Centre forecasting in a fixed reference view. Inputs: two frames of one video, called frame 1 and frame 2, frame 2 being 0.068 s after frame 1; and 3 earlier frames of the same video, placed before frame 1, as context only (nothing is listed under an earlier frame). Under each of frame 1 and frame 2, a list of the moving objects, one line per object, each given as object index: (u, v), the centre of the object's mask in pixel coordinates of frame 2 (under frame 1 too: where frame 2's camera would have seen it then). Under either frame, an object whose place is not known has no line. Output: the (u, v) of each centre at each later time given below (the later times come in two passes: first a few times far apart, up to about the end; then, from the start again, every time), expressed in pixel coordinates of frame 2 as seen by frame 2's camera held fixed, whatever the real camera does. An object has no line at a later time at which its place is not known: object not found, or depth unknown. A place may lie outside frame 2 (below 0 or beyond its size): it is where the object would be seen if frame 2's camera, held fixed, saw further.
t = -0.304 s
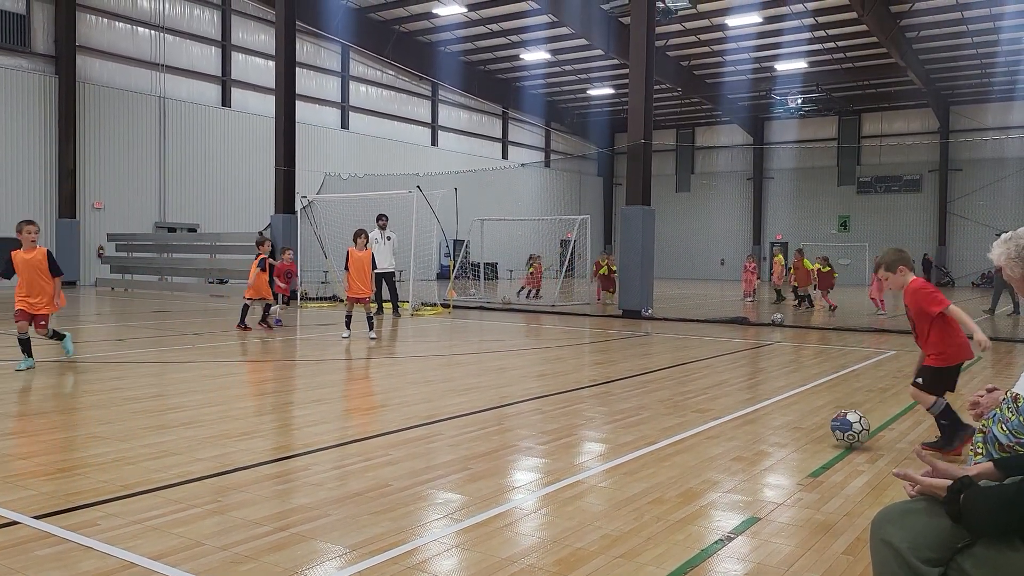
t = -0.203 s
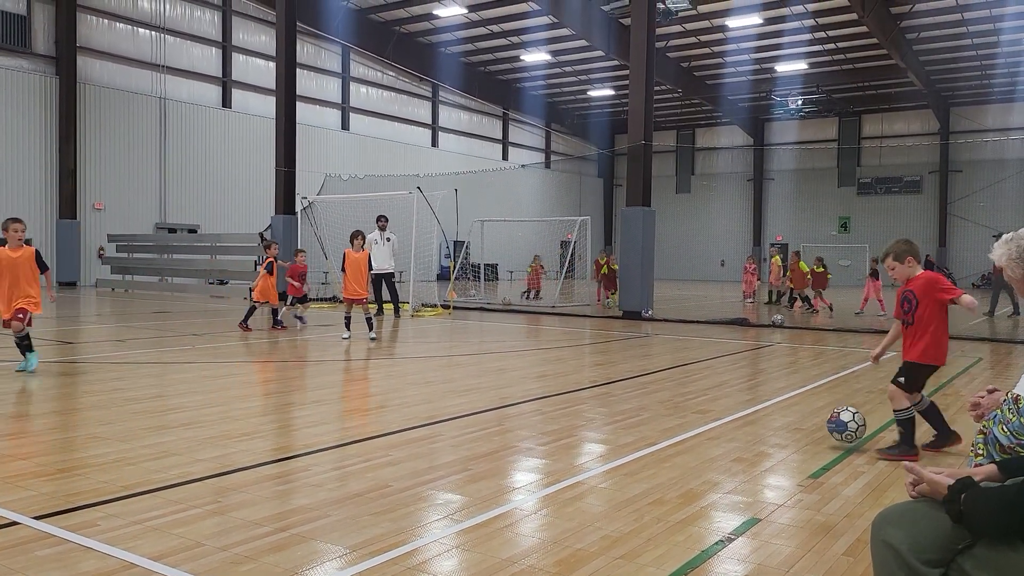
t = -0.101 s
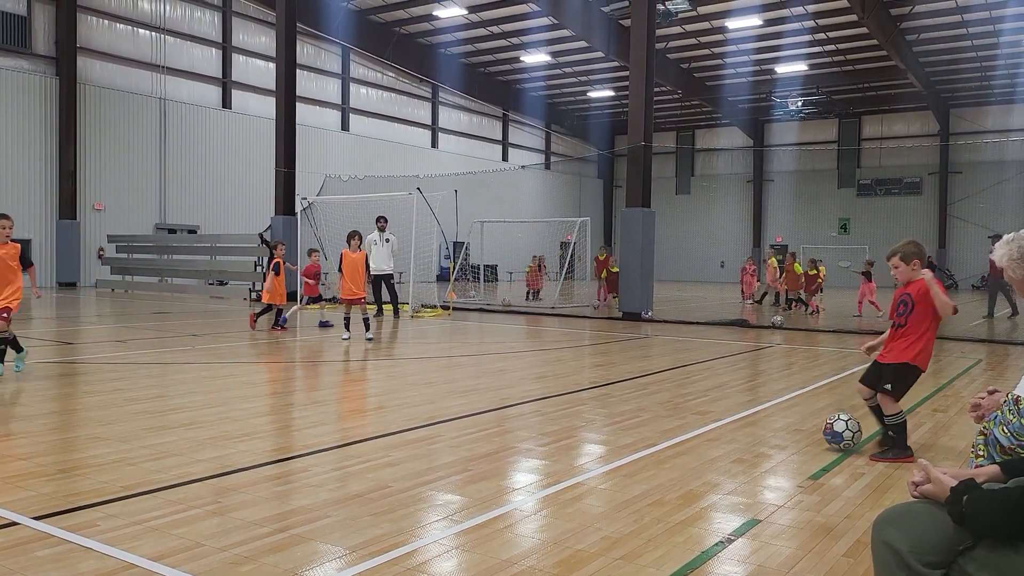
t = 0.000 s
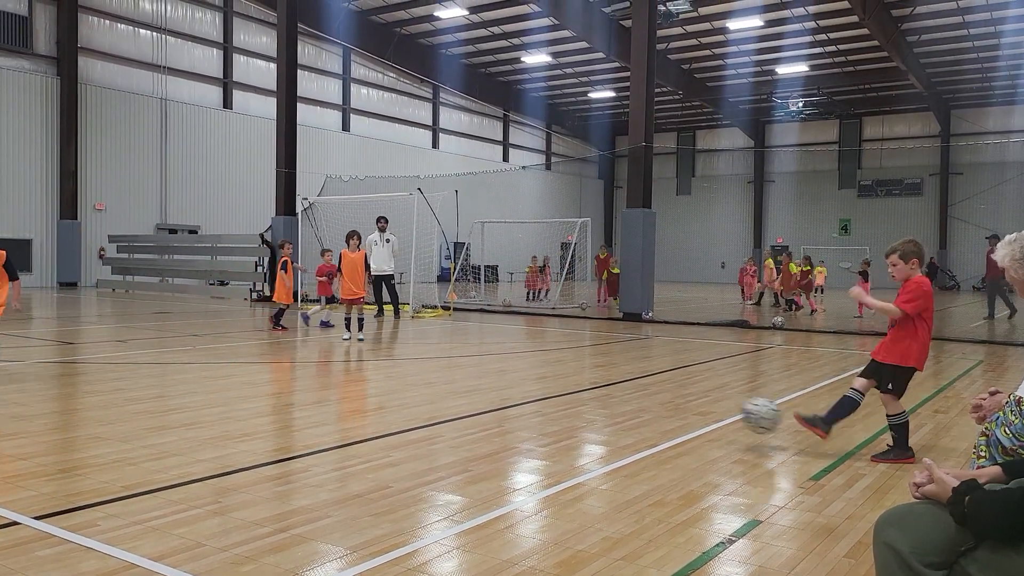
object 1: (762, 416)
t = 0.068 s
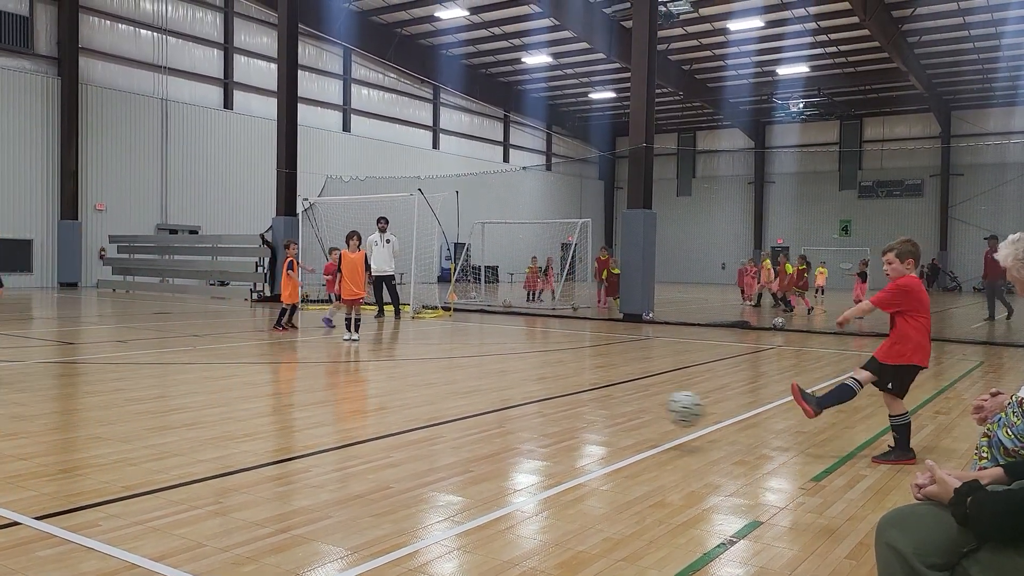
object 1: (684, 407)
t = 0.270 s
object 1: (455, 430)
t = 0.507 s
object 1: (238, 424)
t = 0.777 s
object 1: (35, 425)
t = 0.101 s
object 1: (646, 407)
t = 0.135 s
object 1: (607, 409)
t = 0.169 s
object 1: (569, 413)
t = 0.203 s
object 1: (530, 418)
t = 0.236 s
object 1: (491, 426)
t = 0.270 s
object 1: (455, 430)
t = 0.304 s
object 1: (422, 425)
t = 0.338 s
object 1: (391, 422)
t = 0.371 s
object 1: (359, 421)
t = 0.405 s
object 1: (327, 424)
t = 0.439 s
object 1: (294, 428)
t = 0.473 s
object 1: (266, 426)
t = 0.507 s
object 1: (238, 424)
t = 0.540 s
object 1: (210, 423)
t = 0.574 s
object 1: (183, 425)
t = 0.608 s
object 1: (156, 427)
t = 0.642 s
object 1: (131, 424)
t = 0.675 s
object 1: (107, 425)
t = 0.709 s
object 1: (84, 425)
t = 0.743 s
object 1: (60, 424)
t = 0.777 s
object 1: (35, 425)
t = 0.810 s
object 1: (12, 424)
